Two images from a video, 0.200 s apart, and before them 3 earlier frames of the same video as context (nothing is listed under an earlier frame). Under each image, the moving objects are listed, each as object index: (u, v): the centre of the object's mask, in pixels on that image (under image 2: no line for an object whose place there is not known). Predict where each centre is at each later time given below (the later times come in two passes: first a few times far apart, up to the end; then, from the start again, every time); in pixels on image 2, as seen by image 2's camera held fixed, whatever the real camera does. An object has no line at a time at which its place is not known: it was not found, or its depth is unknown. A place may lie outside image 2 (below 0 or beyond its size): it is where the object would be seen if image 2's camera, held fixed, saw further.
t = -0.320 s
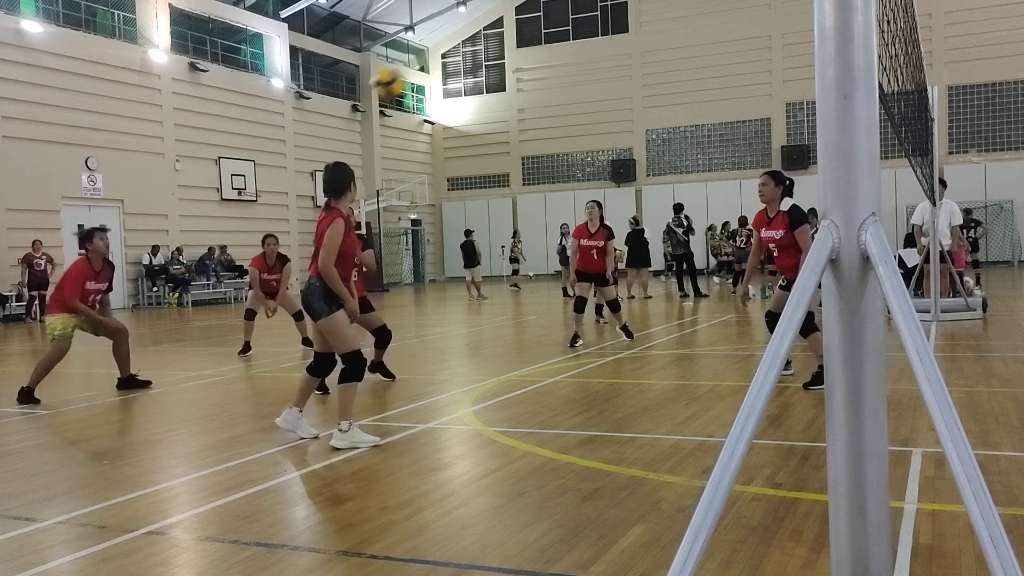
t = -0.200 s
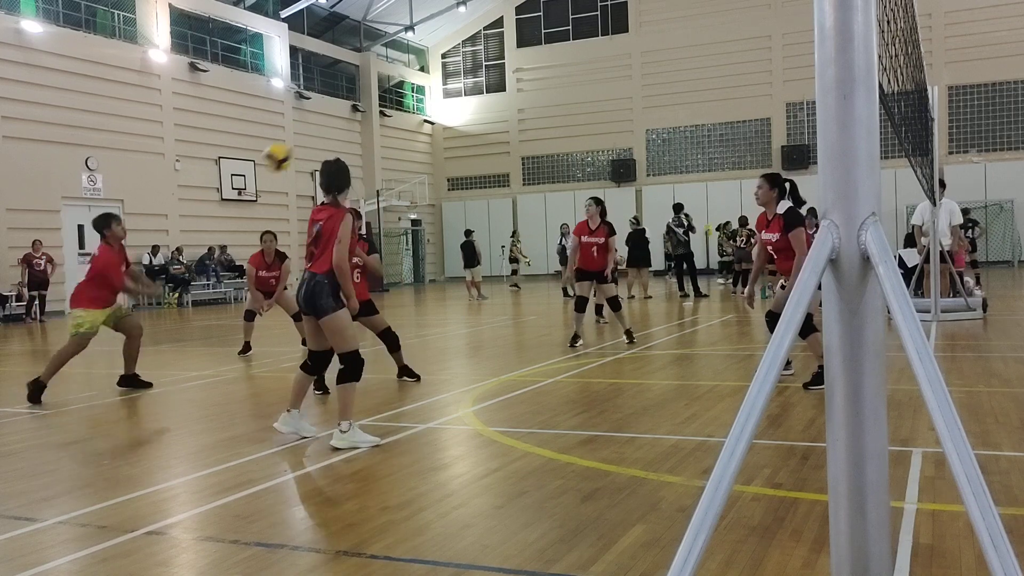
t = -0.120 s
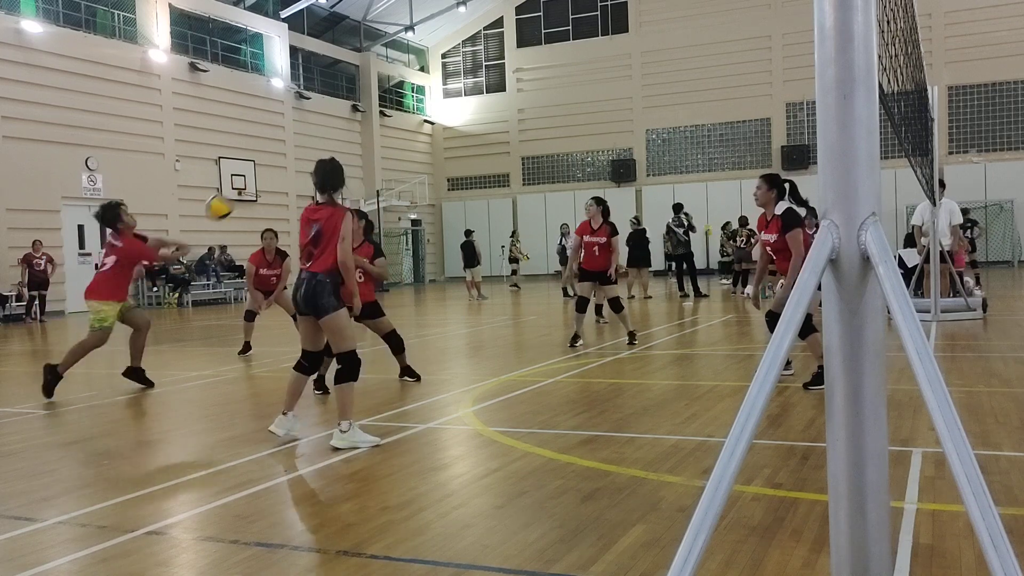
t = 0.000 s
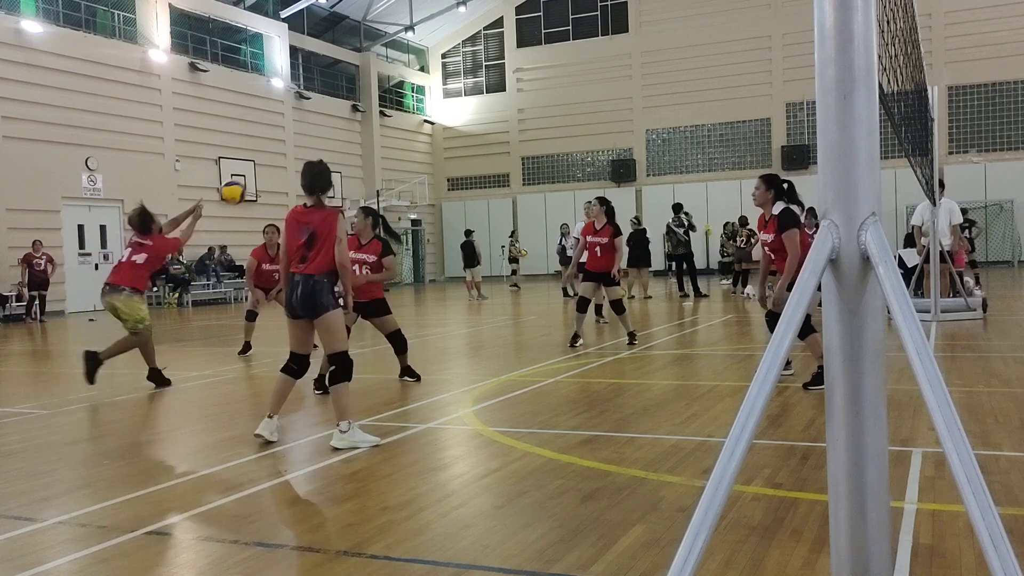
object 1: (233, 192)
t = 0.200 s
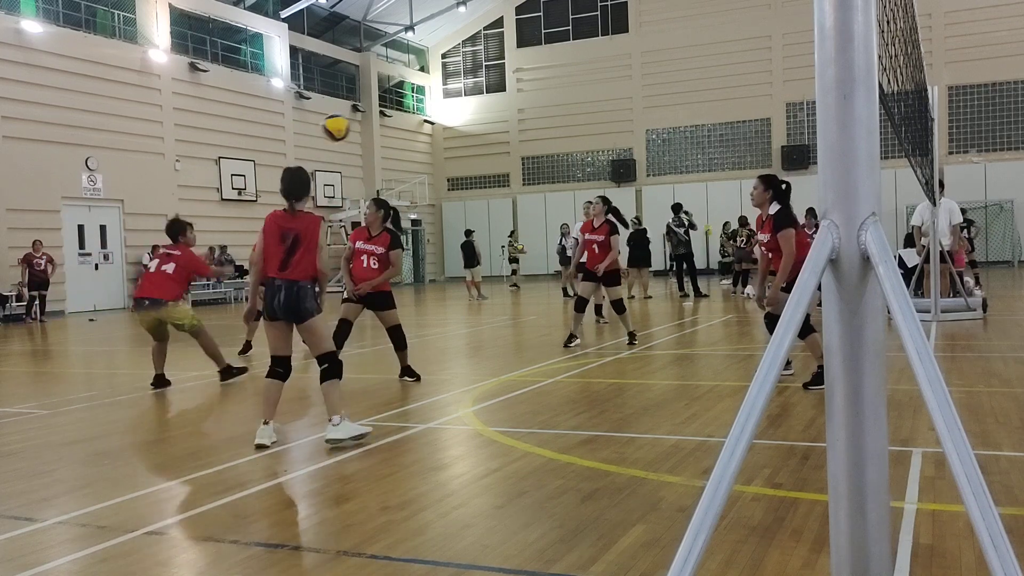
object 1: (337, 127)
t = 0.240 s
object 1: (360, 119)
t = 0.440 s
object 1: (487, 113)
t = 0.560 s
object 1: (579, 138)
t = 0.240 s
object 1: (360, 119)
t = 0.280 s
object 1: (381, 114)
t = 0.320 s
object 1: (406, 110)
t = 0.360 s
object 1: (431, 109)
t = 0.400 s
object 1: (460, 110)
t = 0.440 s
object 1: (487, 113)
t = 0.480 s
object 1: (517, 118)
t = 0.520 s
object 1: (546, 127)
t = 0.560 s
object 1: (579, 138)
